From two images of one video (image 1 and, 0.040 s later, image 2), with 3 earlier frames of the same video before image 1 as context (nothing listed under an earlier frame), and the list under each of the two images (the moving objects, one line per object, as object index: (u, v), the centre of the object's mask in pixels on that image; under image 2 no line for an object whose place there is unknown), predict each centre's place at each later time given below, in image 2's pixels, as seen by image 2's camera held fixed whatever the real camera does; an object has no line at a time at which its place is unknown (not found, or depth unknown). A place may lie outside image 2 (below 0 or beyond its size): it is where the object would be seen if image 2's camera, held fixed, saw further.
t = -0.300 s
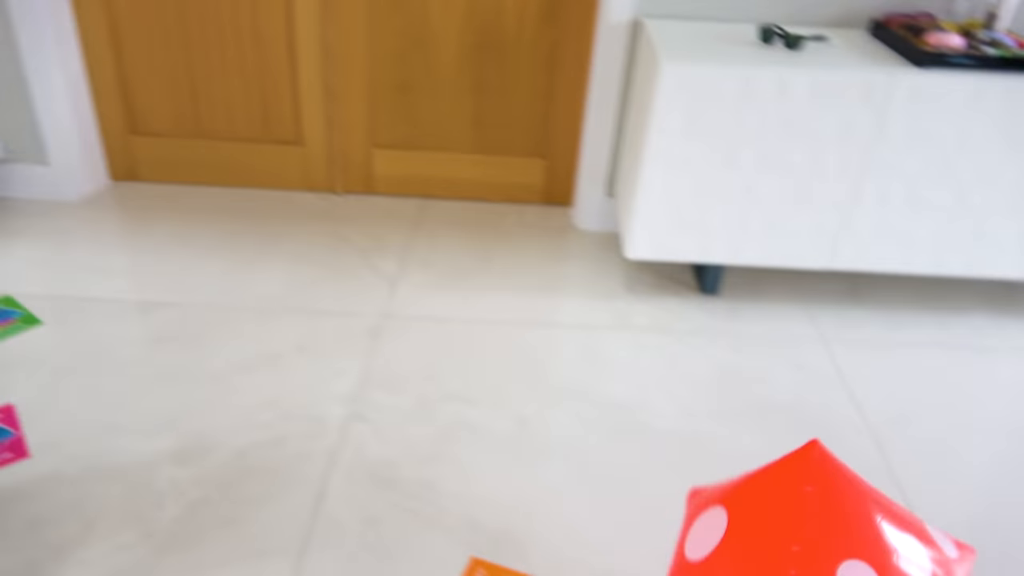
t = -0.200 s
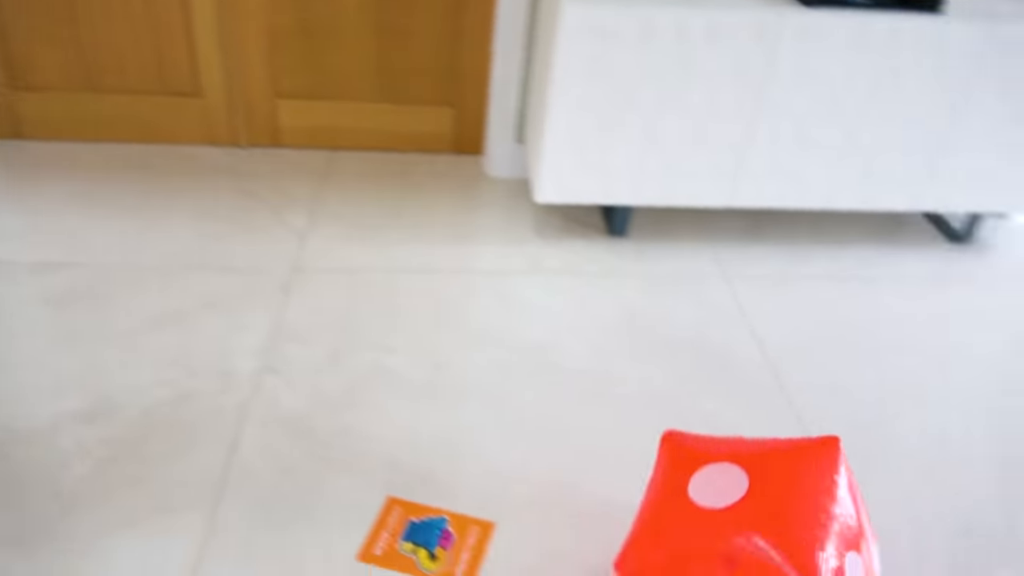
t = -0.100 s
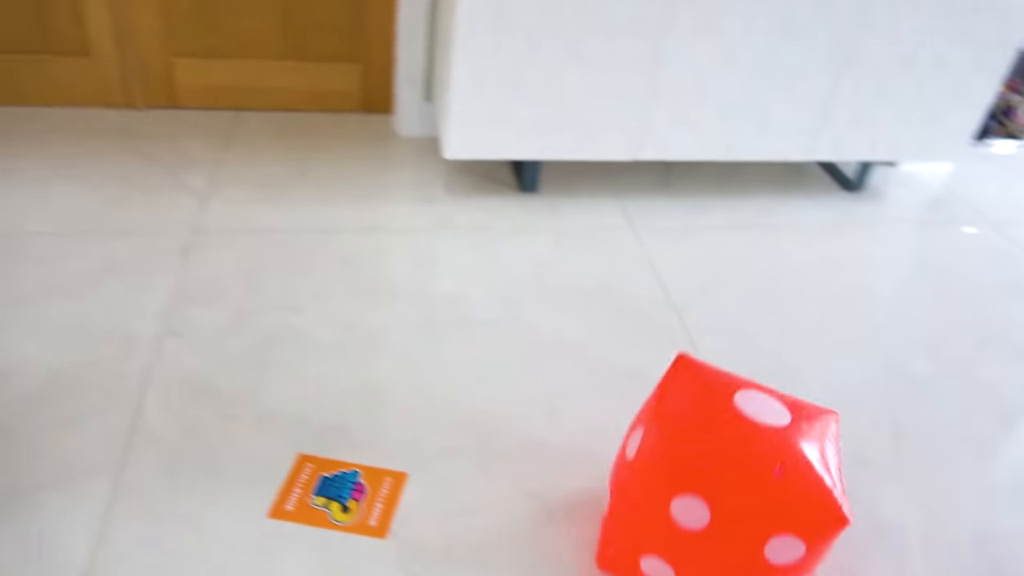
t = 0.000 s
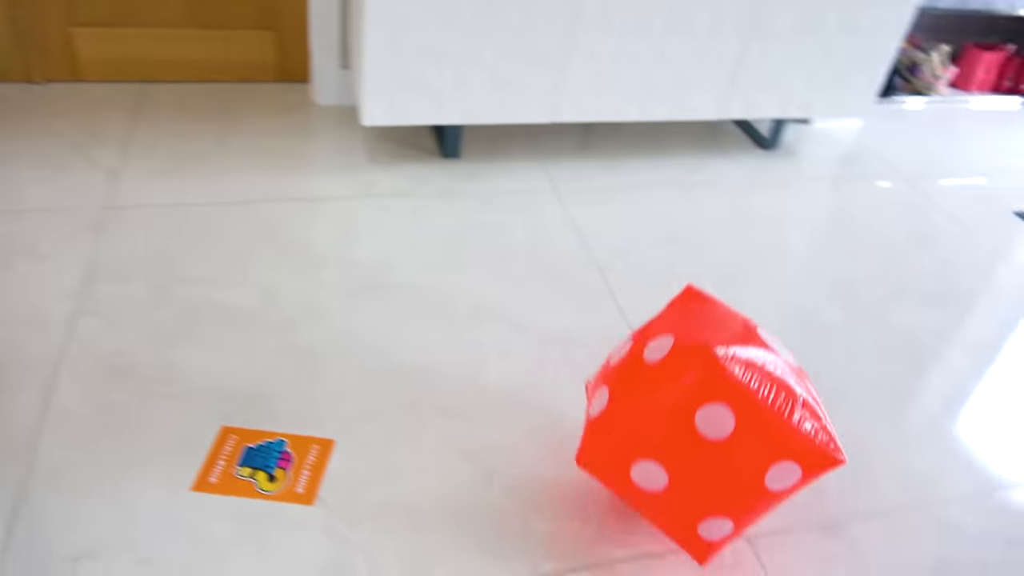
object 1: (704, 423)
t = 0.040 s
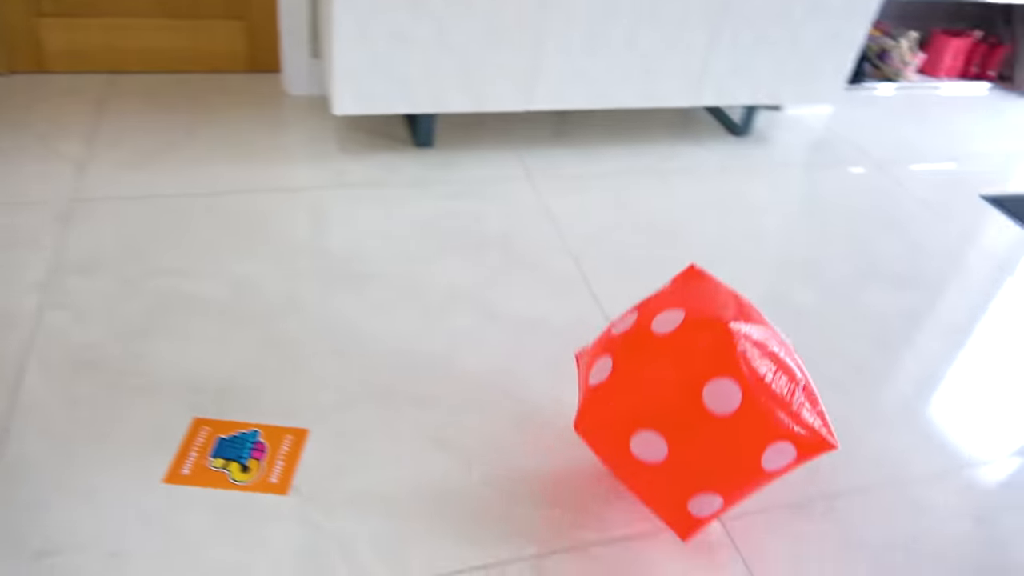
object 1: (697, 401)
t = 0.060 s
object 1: (707, 400)
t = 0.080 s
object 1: (716, 401)
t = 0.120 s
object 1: (733, 403)
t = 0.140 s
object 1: (739, 406)
